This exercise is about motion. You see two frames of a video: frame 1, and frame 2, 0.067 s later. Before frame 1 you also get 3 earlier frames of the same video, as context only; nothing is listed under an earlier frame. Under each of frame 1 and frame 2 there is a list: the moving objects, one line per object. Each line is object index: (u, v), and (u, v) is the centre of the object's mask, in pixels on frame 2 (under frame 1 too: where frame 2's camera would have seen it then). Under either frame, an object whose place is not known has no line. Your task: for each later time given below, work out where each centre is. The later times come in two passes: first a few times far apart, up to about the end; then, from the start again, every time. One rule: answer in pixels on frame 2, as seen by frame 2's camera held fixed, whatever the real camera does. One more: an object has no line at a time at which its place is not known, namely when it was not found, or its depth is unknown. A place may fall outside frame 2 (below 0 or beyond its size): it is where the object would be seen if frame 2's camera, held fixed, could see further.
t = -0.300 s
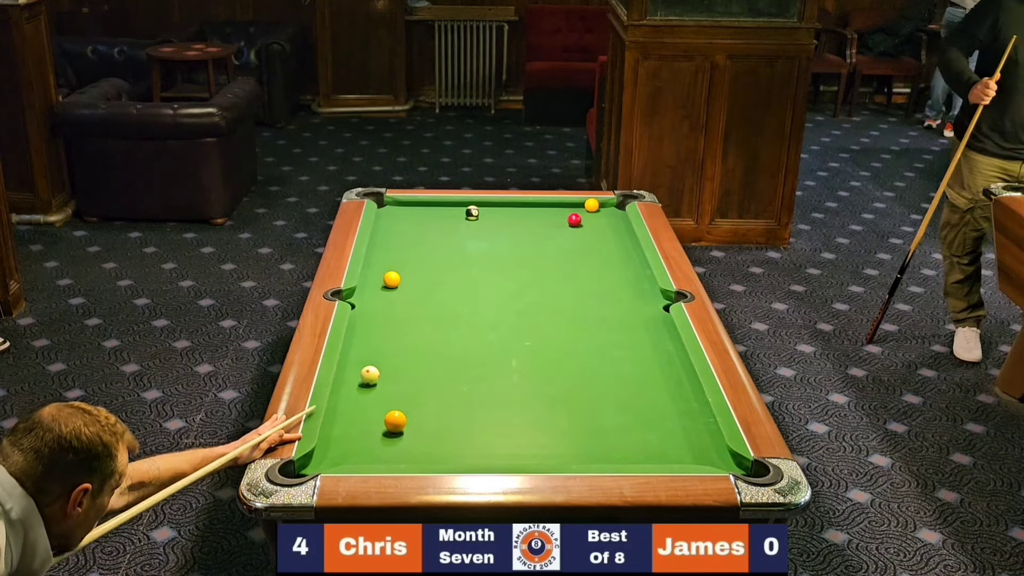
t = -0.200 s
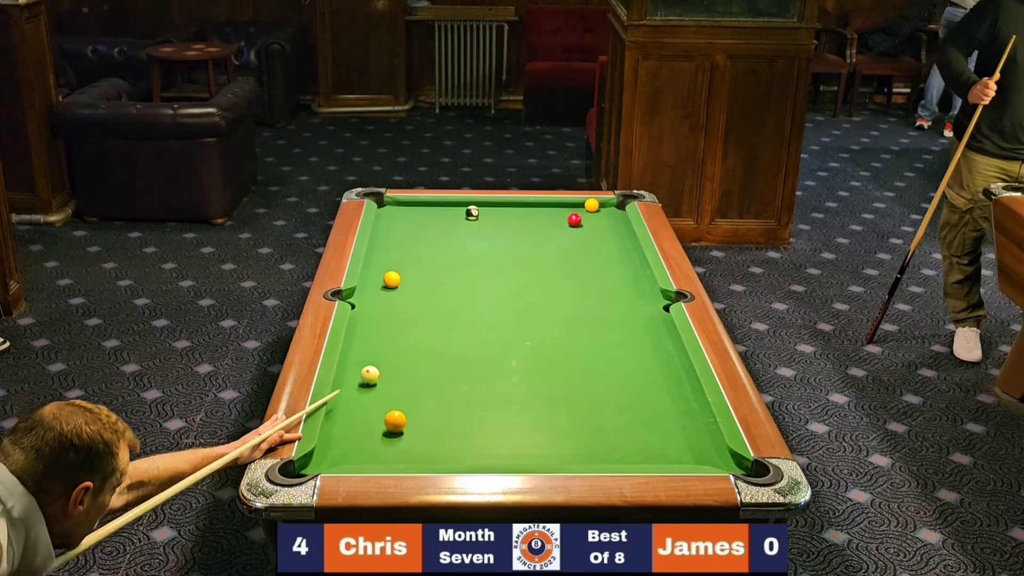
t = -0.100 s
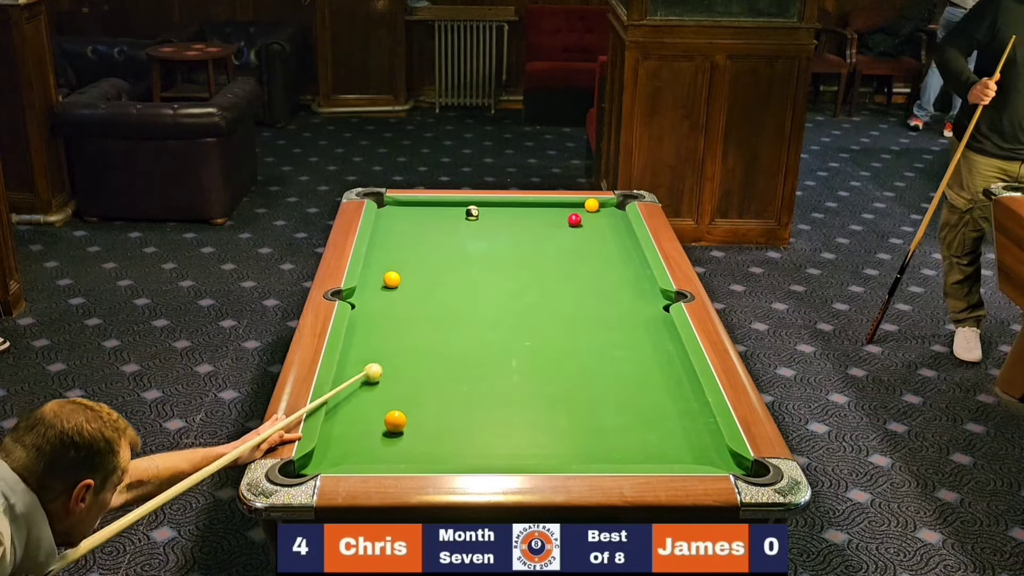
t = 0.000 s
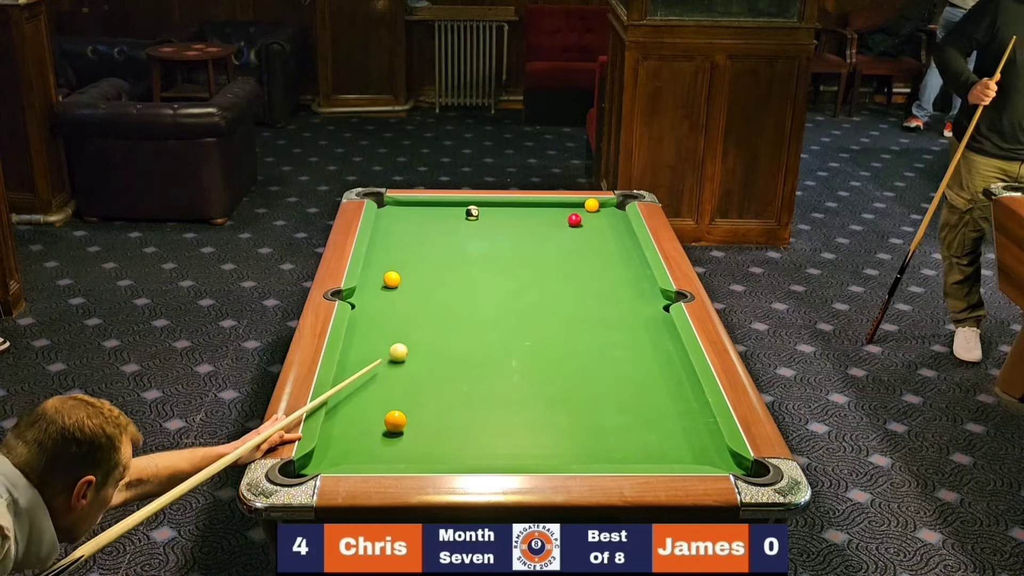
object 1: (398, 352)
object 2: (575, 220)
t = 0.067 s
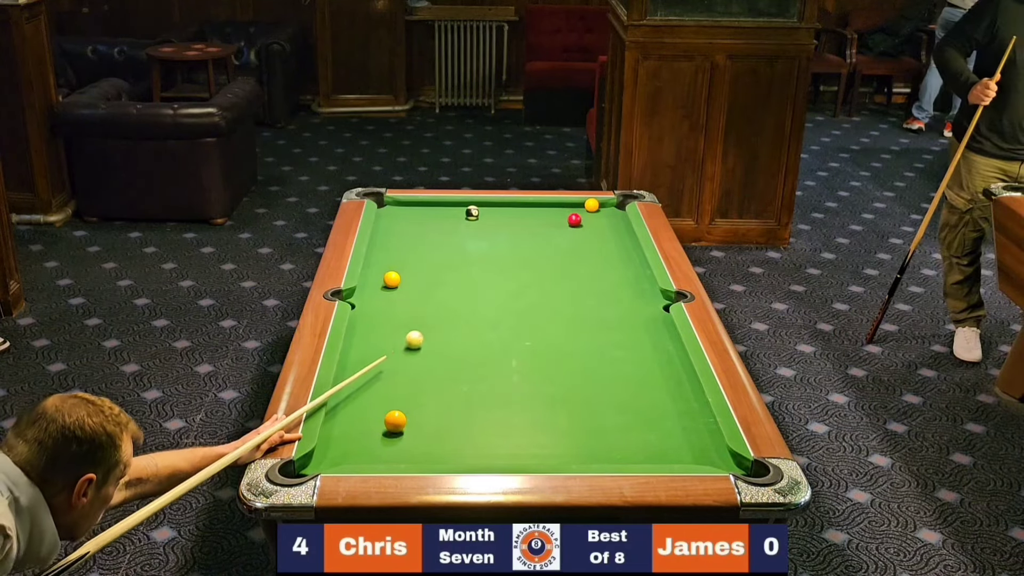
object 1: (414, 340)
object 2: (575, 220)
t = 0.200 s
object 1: (443, 316)
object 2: (575, 220)
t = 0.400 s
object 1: (481, 286)
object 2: (575, 220)
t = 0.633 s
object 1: (519, 256)
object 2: (575, 220)
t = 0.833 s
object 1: (547, 233)
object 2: (575, 220)
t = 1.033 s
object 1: (555, 215)
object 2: (587, 219)
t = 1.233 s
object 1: (548, 208)
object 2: (611, 216)
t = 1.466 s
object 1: (541, 221)
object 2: (610, 213)
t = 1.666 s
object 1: (535, 232)
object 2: (594, 212)
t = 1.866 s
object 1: (530, 244)
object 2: (580, 210)
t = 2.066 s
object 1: (524, 256)
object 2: (567, 208)
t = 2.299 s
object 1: (518, 270)
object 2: (553, 206)
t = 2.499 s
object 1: (512, 283)
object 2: (543, 205)
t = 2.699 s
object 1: (506, 295)
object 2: (535, 205)
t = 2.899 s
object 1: (500, 308)
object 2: (529, 205)
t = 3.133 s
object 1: (493, 323)
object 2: (524, 206)
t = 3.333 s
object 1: (487, 336)
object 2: (521, 206)
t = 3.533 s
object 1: (481, 349)
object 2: (519, 206)
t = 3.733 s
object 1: (475, 362)
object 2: (518, 206)
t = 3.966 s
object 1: (469, 377)
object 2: (518, 206)
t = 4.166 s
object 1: (463, 390)
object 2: (518, 206)
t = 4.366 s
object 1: (458, 403)
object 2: (518, 206)
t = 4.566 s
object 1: (452, 415)
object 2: (518, 206)
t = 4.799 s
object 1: (446, 429)
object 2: (518, 206)
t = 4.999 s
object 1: (441, 440)
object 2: (518, 206)
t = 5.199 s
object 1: (436, 452)
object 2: (518, 206)
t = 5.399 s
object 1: (432, 458)
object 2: (518, 206)
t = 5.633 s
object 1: (429, 456)
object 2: (517, 206)
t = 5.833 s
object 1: (428, 453)
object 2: (518, 206)
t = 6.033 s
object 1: (427, 447)
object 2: (518, 206)
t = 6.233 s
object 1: (426, 444)
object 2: (518, 206)
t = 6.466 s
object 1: (426, 441)
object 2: (518, 206)
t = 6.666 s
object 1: (426, 440)
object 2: (518, 206)
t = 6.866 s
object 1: (426, 439)
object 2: (518, 206)
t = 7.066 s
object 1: (425, 439)
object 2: (517, 206)
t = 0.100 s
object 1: (422, 334)
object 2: (575, 220)
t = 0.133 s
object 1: (429, 328)
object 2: (575, 220)
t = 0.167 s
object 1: (436, 322)
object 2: (575, 220)
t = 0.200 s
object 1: (443, 316)
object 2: (575, 220)
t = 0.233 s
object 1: (450, 311)
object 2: (575, 220)
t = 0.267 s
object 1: (456, 306)
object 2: (575, 220)
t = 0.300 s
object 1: (463, 300)
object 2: (575, 220)
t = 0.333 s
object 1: (469, 296)
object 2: (575, 220)
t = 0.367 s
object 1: (475, 291)
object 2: (575, 220)
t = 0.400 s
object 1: (481, 286)
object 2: (575, 220)
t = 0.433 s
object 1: (487, 281)
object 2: (575, 220)
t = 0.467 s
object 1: (493, 277)
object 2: (575, 220)
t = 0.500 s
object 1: (498, 272)
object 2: (575, 220)
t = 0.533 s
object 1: (503, 268)
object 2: (575, 220)
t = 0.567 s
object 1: (509, 264)
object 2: (575, 220)
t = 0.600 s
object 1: (514, 260)
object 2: (575, 220)
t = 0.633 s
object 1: (519, 256)
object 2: (575, 220)
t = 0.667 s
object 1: (524, 252)
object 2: (575, 220)
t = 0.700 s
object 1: (529, 248)
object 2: (575, 220)
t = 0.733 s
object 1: (534, 244)
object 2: (575, 220)
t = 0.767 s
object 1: (538, 240)
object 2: (575, 220)
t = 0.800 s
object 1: (542, 237)
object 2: (575, 220)
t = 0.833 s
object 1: (547, 233)
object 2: (575, 220)
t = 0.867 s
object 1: (551, 230)
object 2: (575, 220)
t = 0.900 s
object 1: (555, 226)
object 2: (575, 220)
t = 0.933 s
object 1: (560, 223)
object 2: (575, 220)
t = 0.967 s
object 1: (560, 220)
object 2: (578, 220)
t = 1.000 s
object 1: (557, 218)
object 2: (583, 219)
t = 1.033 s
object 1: (555, 215)
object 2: (587, 219)
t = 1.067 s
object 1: (554, 213)
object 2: (591, 218)
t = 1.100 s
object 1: (553, 210)
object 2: (595, 218)
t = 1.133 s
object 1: (551, 208)
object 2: (599, 217)
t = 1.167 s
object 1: (550, 205)
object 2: (603, 217)
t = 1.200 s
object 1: (548, 205)
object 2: (607, 216)
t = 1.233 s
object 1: (548, 208)
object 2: (611, 216)
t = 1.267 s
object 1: (547, 210)
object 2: (614, 216)
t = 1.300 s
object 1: (546, 211)
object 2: (618, 215)
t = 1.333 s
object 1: (545, 213)
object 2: (621, 215)
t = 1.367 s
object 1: (544, 215)
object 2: (618, 214)
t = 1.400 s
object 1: (543, 217)
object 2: (616, 214)
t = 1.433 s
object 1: (542, 219)
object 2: (613, 214)
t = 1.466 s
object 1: (541, 221)
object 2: (610, 213)
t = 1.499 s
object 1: (540, 223)
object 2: (607, 213)
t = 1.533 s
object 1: (539, 224)
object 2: (605, 212)
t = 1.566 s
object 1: (538, 226)
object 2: (602, 212)
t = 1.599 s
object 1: (537, 228)
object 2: (600, 212)
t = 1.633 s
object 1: (536, 230)
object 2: (597, 212)
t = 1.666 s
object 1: (535, 232)
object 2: (594, 212)
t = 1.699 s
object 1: (534, 234)
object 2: (592, 211)
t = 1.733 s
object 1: (533, 236)
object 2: (589, 211)
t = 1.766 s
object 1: (533, 238)
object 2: (587, 211)
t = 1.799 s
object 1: (532, 240)
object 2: (584, 211)
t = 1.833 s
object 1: (531, 242)
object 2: (582, 210)
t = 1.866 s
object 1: (530, 244)
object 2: (580, 210)
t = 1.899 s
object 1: (529, 246)
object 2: (578, 209)
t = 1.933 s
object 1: (528, 248)
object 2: (576, 209)
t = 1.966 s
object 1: (527, 250)
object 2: (573, 209)
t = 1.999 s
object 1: (526, 252)
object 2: (571, 208)
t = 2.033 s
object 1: (525, 254)
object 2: (569, 208)
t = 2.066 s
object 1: (524, 256)
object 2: (567, 208)
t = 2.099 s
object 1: (523, 258)
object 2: (565, 208)
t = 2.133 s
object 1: (522, 260)
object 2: (563, 207)
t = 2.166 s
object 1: (521, 262)
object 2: (561, 207)
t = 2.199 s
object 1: (520, 264)
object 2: (559, 207)
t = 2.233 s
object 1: (519, 266)
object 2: (557, 207)
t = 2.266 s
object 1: (518, 268)
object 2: (555, 207)
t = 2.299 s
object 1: (518, 270)
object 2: (553, 206)
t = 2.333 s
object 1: (517, 272)
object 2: (551, 206)
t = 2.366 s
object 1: (515, 274)
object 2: (550, 206)
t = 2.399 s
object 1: (514, 276)
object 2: (548, 206)
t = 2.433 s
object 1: (513, 278)
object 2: (546, 206)
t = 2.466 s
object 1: (513, 281)
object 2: (545, 205)
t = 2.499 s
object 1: (512, 283)
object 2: (543, 205)
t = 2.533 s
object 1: (511, 285)
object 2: (541, 205)
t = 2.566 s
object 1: (510, 287)
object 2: (540, 205)
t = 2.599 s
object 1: (509, 289)
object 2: (538, 205)
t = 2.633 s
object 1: (508, 291)
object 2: (537, 205)
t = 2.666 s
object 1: (507, 293)
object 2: (536, 205)
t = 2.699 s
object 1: (506, 295)
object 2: (535, 205)
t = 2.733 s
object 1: (505, 297)
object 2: (533, 205)
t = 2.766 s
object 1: (504, 300)
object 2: (532, 205)
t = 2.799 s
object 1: (503, 302)
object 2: (532, 205)
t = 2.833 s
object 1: (502, 304)
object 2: (531, 205)
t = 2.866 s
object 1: (501, 306)
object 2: (530, 205)
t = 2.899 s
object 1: (500, 308)
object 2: (529, 205)
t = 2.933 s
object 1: (499, 310)
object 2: (528, 205)
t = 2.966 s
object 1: (498, 313)
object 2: (527, 205)
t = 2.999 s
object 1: (497, 315)
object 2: (526, 205)
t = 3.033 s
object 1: (496, 317)
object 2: (526, 205)
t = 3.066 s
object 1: (495, 319)
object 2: (525, 205)
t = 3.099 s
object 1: (494, 321)
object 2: (524, 206)
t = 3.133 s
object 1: (493, 323)
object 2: (524, 206)
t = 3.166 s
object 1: (492, 325)
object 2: (523, 206)
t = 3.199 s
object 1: (491, 328)
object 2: (523, 206)
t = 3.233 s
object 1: (490, 330)
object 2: (522, 206)
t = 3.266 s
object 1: (489, 332)
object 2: (522, 206)
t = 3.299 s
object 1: (488, 334)
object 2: (521, 206)
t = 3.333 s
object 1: (487, 336)
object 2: (521, 206)
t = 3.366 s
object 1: (486, 338)
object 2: (520, 206)
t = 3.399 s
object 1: (485, 341)
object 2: (520, 206)
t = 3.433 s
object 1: (484, 343)
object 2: (520, 206)
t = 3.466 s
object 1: (483, 345)
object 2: (519, 206)
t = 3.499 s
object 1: (482, 347)
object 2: (519, 206)
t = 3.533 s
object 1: (481, 349)
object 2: (519, 206)
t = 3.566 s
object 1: (481, 351)
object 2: (519, 206)
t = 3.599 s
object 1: (479, 353)
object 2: (518, 206)
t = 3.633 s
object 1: (479, 356)
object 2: (518, 206)
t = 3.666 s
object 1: (477, 358)
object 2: (518, 206)
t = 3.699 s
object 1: (476, 360)
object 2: (518, 206)
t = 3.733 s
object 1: (475, 362)
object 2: (518, 206)
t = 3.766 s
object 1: (474, 364)
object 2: (518, 206)
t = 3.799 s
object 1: (474, 367)
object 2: (518, 206)
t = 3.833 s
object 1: (473, 369)
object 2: (518, 206)
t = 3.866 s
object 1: (472, 371)
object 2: (518, 206)
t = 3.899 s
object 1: (471, 373)
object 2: (518, 206)
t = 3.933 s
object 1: (470, 375)
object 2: (518, 206)
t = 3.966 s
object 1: (469, 377)
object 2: (518, 206)
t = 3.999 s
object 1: (468, 380)
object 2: (518, 206)
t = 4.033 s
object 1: (467, 382)
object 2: (518, 206)
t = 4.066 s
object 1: (466, 384)
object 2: (518, 206)
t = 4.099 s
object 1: (465, 386)
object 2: (518, 206)
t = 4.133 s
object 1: (464, 388)
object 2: (518, 206)
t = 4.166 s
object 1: (463, 390)
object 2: (518, 206)
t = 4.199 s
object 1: (462, 392)
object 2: (518, 206)
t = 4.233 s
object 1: (461, 395)
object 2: (518, 206)
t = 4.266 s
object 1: (460, 397)
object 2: (518, 206)
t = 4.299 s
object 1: (459, 399)
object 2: (518, 206)
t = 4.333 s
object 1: (459, 401)
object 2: (518, 206)
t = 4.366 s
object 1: (458, 403)
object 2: (518, 206)
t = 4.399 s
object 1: (457, 405)
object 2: (518, 206)
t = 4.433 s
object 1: (456, 407)
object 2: (518, 206)
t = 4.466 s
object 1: (455, 409)
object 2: (518, 206)
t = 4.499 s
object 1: (454, 411)
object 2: (518, 206)
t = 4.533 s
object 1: (453, 413)
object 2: (518, 206)
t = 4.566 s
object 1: (452, 415)
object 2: (518, 206)
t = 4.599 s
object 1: (451, 417)
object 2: (518, 206)
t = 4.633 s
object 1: (450, 419)
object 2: (518, 206)
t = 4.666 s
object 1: (449, 421)
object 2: (518, 206)
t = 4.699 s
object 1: (449, 423)
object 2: (518, 206)
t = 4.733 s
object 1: (448, 425)
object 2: (518, 206)
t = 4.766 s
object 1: (447, 427)
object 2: (518, 206)
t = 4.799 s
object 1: (446, 429)
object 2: (518, 206)
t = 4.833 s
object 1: (445, 431)
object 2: (518, 206)
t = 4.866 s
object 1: (444, 433)
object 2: (518, 206)
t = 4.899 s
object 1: (444, 435)
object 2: (518, 206)
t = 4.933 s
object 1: (443, 437)
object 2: (518, 206)
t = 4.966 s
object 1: (442, 439)
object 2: (518, 206)
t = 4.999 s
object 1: (441, 440)
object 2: (518, 206)
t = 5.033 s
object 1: (440, 443)
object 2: (518, 206)
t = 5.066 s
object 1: (439, 444)
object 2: (518, 206)
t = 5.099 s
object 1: (438, 446)
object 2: (518, 206)
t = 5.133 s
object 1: (438, 448)
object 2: (517, 206)
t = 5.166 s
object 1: (437, 450)
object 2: (518, 206)
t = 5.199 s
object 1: (436, 452)
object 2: (518, 206)
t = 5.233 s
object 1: (435, 453)
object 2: (517, 206)
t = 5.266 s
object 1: (435, 454)
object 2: (518, 206)
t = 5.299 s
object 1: (434, 455)
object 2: (518, 206)
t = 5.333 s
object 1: (433, 456)
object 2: (518, 206)
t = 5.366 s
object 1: (432, 457)
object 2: (518, 206)
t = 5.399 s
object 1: (432, 458)
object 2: (518, 206)
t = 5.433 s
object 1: (431, 459)
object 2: (517, 206)
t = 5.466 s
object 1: (431, 459)
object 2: (518, 206)
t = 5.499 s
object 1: (430, 458)
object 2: (518, 206)
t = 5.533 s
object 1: (430, 457)
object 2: (518, 206)
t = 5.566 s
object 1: (430, 457)
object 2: (518, 206)
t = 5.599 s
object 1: (429, 456)
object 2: (518, 206)
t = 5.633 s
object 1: (429, 456)
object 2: (517, 206)
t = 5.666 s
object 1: (429, 455)
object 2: (518, 206)
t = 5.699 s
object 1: (429, 455)
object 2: (518, 206)
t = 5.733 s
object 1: (429, 454)
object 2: (518, 206)
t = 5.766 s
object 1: (428, 454)
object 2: (517, 206)
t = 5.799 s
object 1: (428, 453)
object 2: (517, 206)
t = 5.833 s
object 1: (428, 453)
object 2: (518, 206)
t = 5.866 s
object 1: (428, 452)
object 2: (518, 206)
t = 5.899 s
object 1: (428, 450)
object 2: (518, 206)
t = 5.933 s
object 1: (427, 450)
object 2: (518, 206)
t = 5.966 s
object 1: (427, 449)
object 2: (518, 206)
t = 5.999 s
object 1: (427, 448)
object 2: (518, 206)
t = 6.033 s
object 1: (427, 447)
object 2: (518, 206)
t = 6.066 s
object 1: (427, 447)
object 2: (518, 206)
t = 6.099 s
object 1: (427, 446)
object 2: (518, 206)
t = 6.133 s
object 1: (426, 446)
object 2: (518, 206)
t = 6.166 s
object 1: (426, 445)
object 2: (518, 206)
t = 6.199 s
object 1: (426, 444)
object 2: (518, 206)
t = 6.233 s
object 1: (426, 444)
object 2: (518, 206)
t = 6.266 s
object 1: (426, 444)
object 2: (518, 206)
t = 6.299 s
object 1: (426, 443)
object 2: (517, 206)
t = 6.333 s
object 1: (426, 443)
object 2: (518, 206)
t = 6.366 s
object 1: (426, 442)
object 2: (517, 206)
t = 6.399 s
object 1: (426, 442)
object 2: (517, 206)
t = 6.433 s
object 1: (426, 442)
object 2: (517, 206)
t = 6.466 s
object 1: (426, 441)
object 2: (518, 206)
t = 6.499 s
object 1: (426, 441)
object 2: (518, 206)
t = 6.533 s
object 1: (426, 441)
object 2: (518, 206)
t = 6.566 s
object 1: (426, 440)
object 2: (518, 206)
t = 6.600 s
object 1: (426, 440)
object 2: (518, 206)
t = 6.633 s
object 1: (426, 440)
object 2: (518, 206)
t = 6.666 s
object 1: (426, 440)
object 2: (518, 206)
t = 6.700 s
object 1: (426, 440)
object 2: (518, 206)
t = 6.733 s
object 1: (426, 440)
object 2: (518, 206)
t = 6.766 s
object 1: (426, 439)
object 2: (518, 206)
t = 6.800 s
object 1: (426, 439)
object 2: (518, 206)
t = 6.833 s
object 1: (426, 439)
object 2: (518, 206)
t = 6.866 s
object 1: (426, 439)
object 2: (518, 206)
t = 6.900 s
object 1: (426, 439)
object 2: (517, 206)
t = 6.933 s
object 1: (426, 439)
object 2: (518, 206)
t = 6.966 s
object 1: (425, 439)
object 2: (518, 206)
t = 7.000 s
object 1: (425, 439)
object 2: (517, 206)
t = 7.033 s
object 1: (425, 439)
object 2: (517, 206)
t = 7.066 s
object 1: (425, 439)
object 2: (517, 206)
